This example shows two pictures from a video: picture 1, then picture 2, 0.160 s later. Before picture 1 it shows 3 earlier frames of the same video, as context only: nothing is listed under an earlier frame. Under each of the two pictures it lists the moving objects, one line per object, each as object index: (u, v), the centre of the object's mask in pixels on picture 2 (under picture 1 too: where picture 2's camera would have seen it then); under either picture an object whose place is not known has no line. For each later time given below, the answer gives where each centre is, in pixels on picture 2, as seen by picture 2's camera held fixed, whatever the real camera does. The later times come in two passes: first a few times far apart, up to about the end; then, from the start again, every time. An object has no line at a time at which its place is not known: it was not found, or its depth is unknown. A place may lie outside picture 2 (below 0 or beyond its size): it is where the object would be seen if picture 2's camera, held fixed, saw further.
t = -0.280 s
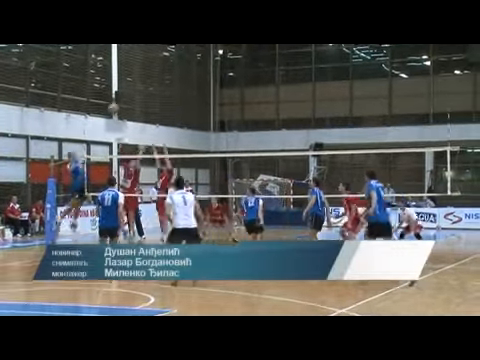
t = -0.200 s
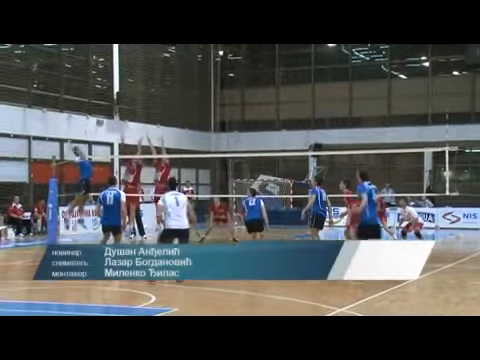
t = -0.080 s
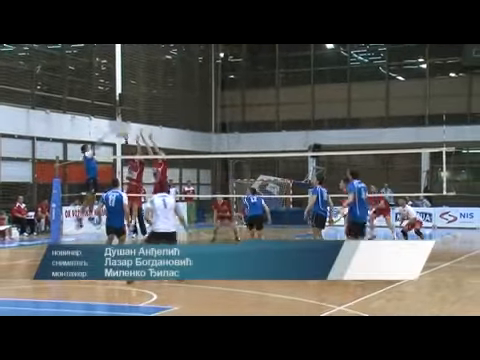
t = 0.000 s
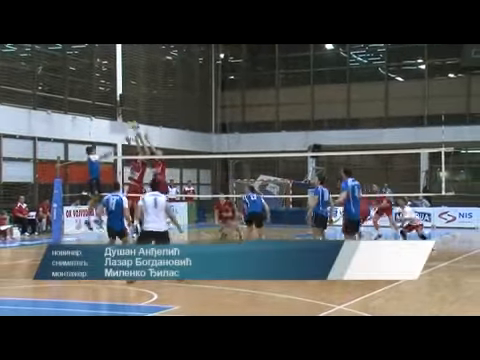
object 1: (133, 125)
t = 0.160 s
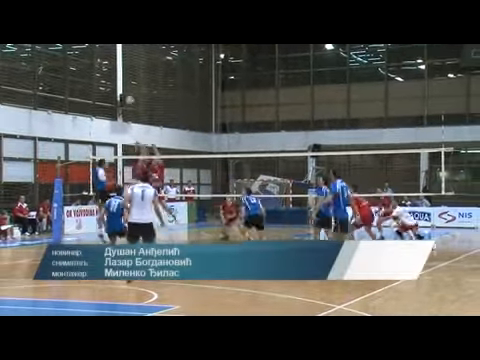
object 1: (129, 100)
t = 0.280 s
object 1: (125, 88)
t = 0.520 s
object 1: (120, 80)
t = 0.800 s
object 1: (112, 99)
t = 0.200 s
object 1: (129, 96)
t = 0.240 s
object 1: (128, 91)
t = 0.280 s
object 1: (125, 88)
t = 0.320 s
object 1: (125, 84)
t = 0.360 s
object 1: (124, 82)
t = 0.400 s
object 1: (123, 81)
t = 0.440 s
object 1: (121, 80)
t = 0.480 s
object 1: (121, 80)
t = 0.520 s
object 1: (120, 80)
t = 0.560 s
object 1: (119, 81)
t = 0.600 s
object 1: (117, 82)
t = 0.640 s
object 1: (116, 84)
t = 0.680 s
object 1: (115, 86)
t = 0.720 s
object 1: (114, 91)
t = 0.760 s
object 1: (113, 95)
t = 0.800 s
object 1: (112, 99)
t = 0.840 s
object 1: (112, 106)
